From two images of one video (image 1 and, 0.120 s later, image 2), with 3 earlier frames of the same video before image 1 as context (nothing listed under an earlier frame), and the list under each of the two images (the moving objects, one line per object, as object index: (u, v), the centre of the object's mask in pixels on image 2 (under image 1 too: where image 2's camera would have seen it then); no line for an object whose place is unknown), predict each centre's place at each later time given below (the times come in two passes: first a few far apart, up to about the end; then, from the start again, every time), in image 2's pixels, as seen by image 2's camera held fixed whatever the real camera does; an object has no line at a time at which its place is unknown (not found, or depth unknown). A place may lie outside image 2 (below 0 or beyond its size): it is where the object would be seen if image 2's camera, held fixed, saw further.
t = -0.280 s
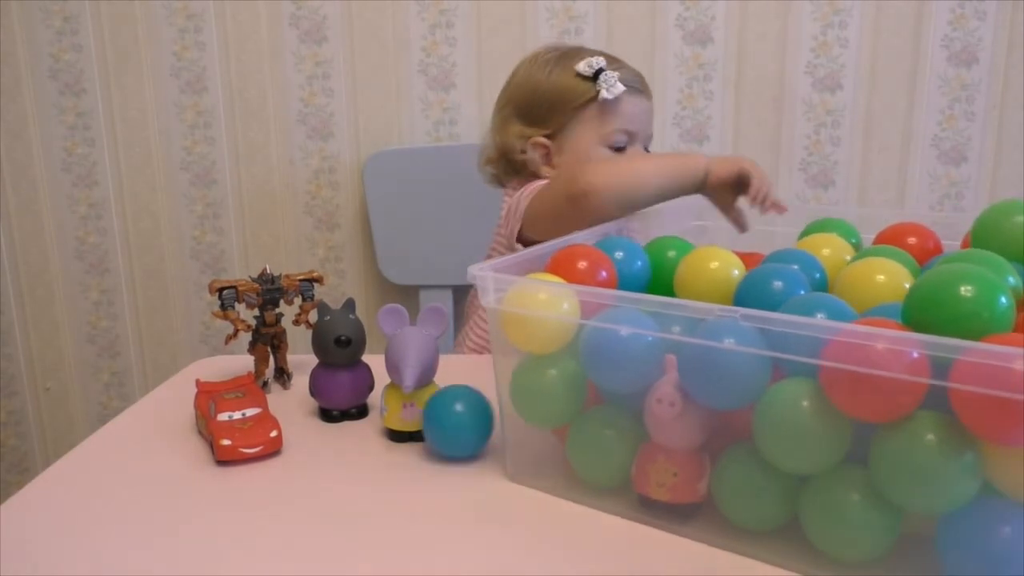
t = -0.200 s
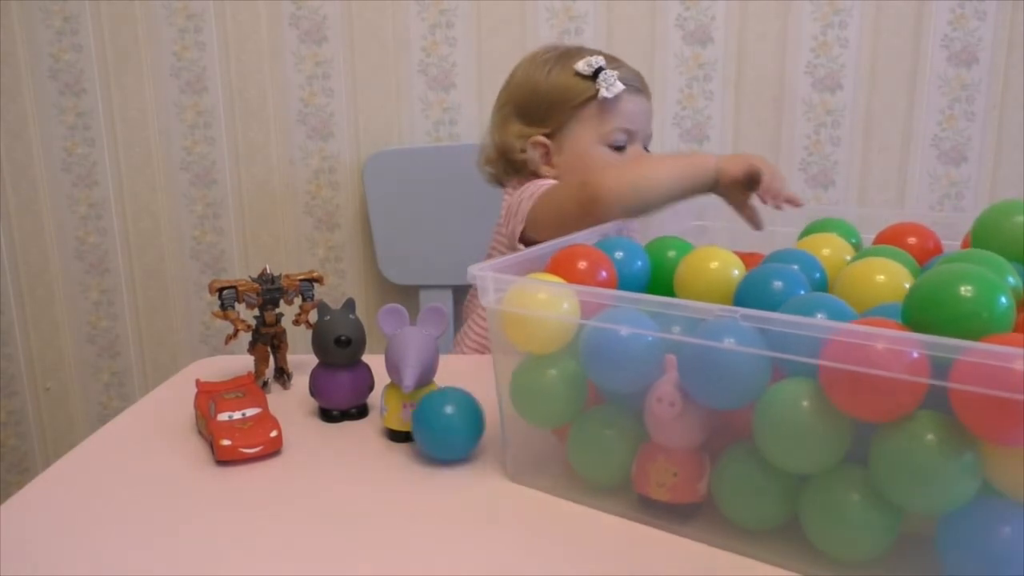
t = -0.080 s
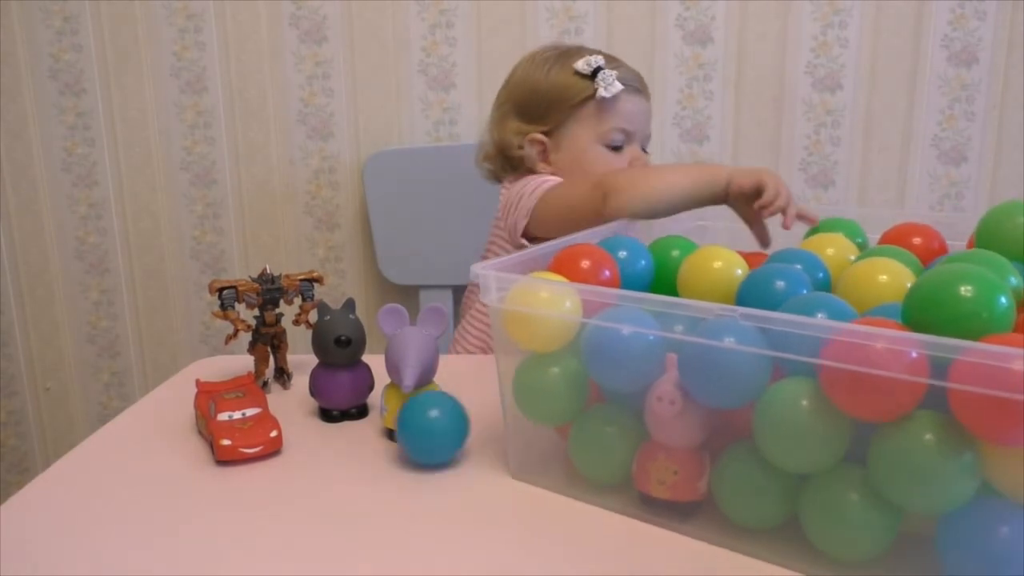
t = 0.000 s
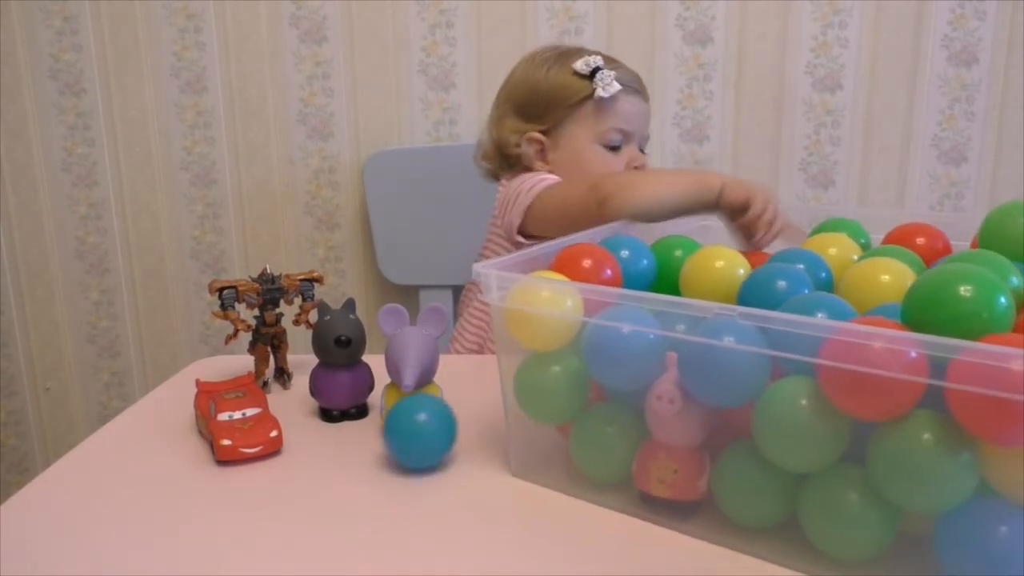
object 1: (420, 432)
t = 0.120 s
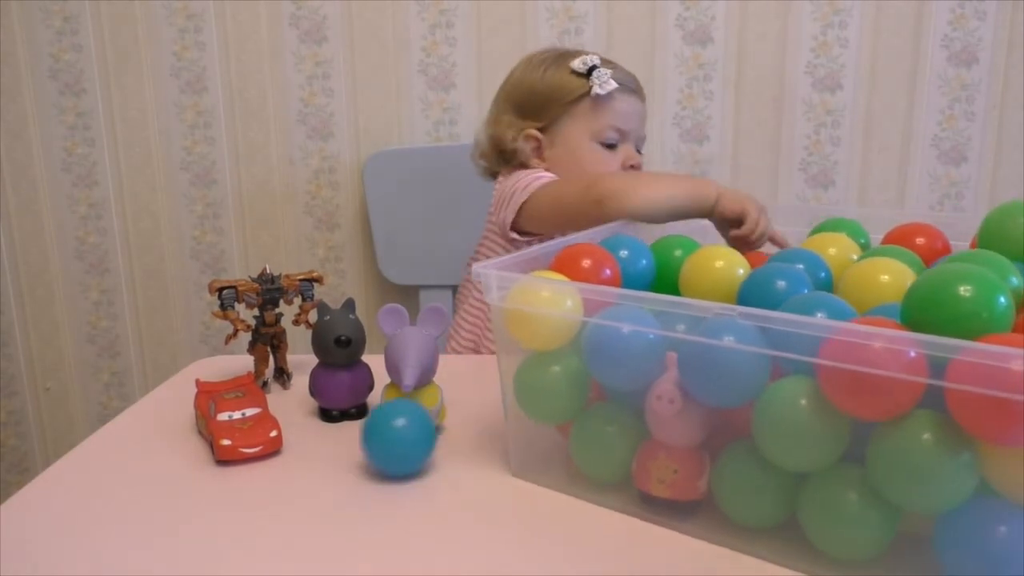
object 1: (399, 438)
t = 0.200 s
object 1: (383, 443)
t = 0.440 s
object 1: (337, 459)
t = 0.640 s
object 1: (305, 475)
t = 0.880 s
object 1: (261, 496)
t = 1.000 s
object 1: (233, 510)
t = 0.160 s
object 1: (391, 440)
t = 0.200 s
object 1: (383, 443)
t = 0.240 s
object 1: (375, 445)
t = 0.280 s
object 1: (368, 447)
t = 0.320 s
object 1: (360, 450)
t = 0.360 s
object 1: (352, 452)
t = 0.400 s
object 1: (345, 456)
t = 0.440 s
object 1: (337, 459)
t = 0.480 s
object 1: (330, 462)
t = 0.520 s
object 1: (323, 465)
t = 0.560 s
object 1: (317, 468)
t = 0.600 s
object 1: (310, 471)
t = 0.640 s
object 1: (305, 475)
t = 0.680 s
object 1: (298, 478)
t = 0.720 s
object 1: (292, 482)
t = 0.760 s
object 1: (285, 485)
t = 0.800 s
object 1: (278, 489)
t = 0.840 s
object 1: (270, 493)
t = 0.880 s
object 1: (261, 496)
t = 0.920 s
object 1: (252, 500)
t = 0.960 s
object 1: (243, 504)
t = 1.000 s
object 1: (233, 510)
